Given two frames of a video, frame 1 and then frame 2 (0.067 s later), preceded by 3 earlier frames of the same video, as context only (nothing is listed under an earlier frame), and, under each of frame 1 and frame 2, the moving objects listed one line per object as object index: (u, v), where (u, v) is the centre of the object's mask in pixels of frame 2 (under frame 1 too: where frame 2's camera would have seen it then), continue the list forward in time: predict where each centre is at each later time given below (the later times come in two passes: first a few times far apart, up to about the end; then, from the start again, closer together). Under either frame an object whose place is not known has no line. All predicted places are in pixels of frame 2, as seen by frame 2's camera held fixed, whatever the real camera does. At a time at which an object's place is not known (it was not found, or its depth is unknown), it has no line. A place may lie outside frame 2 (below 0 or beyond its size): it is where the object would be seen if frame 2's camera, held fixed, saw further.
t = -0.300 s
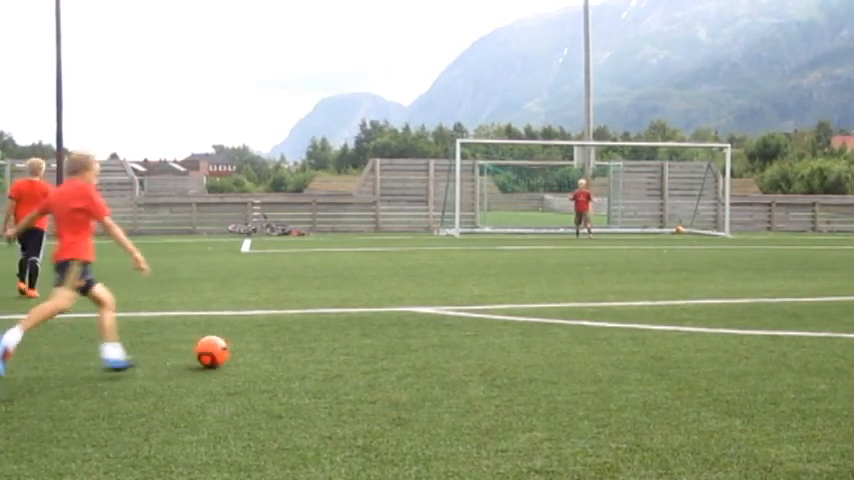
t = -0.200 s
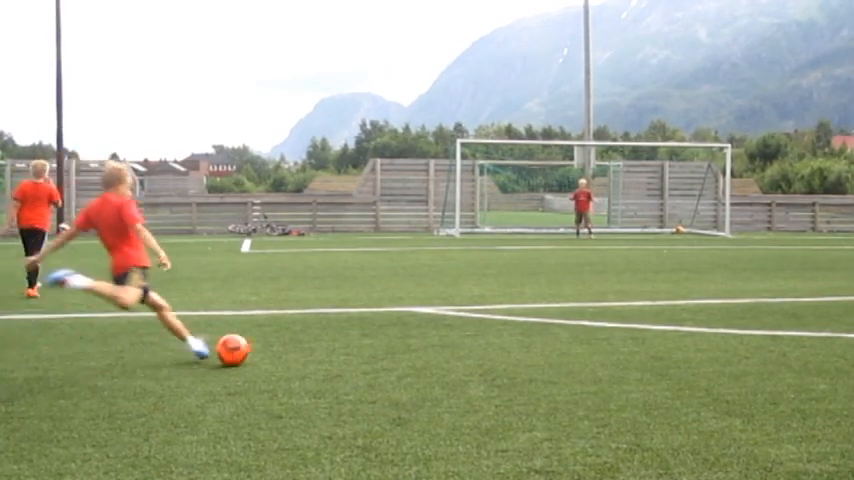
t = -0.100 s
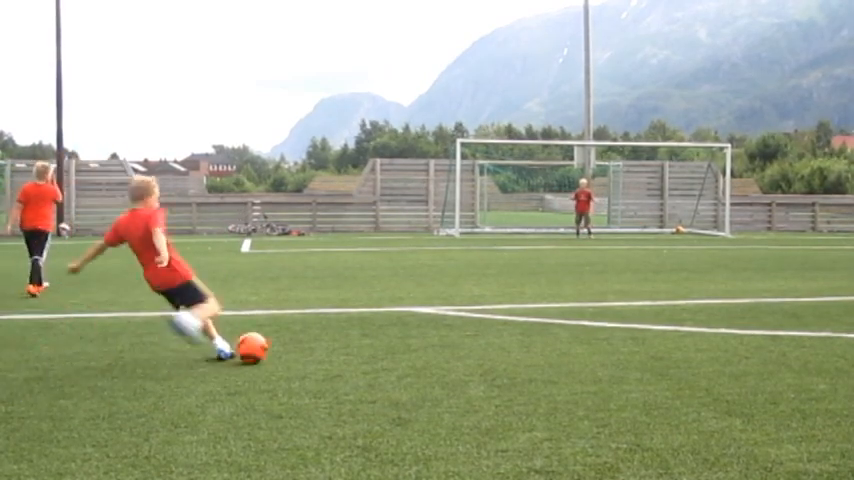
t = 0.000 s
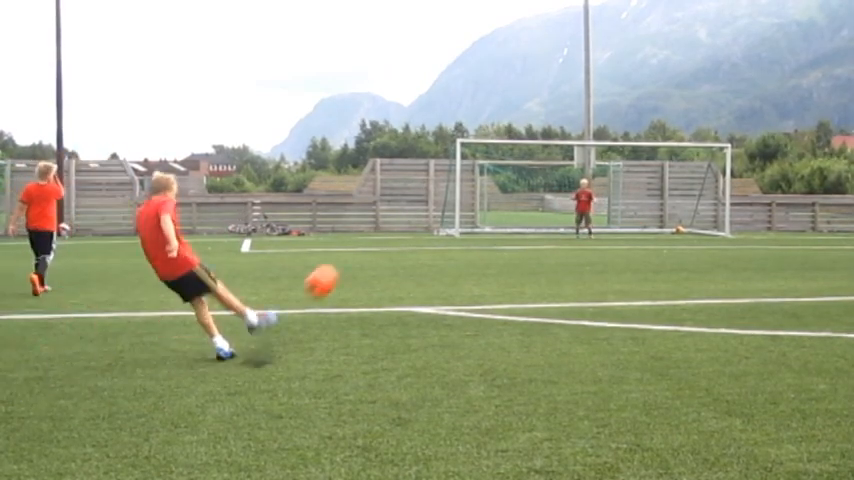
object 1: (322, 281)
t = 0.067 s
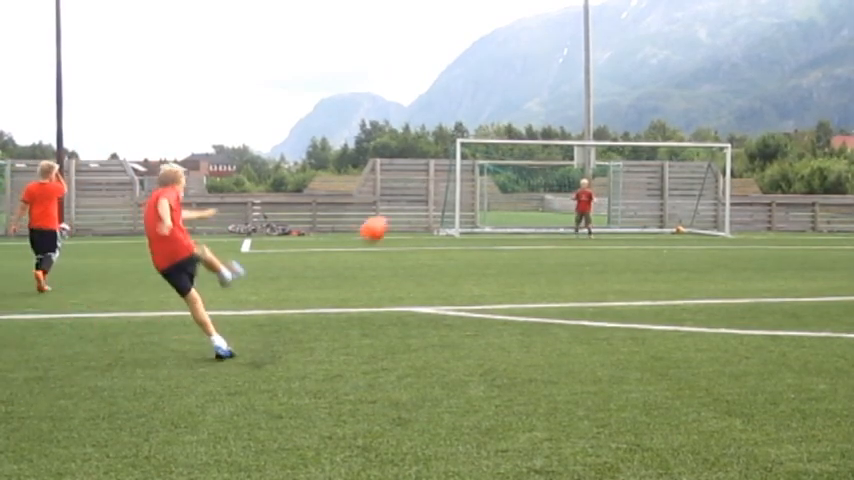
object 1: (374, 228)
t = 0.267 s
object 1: (470, 143)
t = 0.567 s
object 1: (540, 109)
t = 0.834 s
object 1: (577, 122)
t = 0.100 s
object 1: (396, 208)
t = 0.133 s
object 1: (414, 191)
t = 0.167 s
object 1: (430, 176)
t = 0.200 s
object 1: (445, 164)
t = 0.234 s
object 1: (458, 152)
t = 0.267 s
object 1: (470, 143)
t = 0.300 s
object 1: (480, 135)
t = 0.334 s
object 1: (490, 128)
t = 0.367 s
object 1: (499, 123)
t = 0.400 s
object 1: (507, 119)
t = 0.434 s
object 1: (514, 116)
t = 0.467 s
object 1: (522, 112)
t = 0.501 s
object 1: (528, 111)
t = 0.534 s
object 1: (534, 110)
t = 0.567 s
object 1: (540, 109)
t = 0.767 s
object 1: (569, 117)
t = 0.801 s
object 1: (573, 119)
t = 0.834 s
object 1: (577, 122)
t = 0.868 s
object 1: (580, 125)
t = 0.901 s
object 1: (584, 128)
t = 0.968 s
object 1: (590, 135)
